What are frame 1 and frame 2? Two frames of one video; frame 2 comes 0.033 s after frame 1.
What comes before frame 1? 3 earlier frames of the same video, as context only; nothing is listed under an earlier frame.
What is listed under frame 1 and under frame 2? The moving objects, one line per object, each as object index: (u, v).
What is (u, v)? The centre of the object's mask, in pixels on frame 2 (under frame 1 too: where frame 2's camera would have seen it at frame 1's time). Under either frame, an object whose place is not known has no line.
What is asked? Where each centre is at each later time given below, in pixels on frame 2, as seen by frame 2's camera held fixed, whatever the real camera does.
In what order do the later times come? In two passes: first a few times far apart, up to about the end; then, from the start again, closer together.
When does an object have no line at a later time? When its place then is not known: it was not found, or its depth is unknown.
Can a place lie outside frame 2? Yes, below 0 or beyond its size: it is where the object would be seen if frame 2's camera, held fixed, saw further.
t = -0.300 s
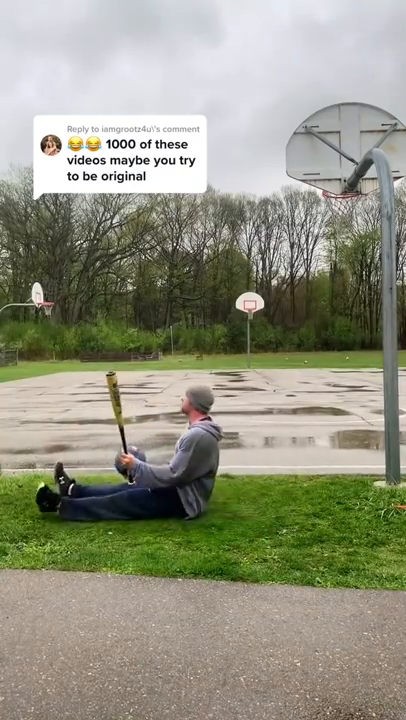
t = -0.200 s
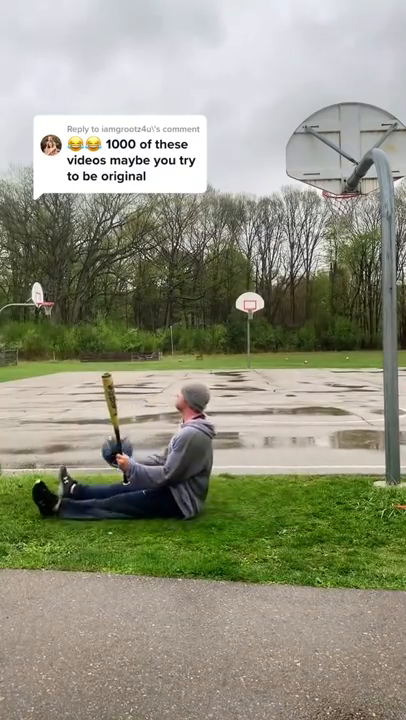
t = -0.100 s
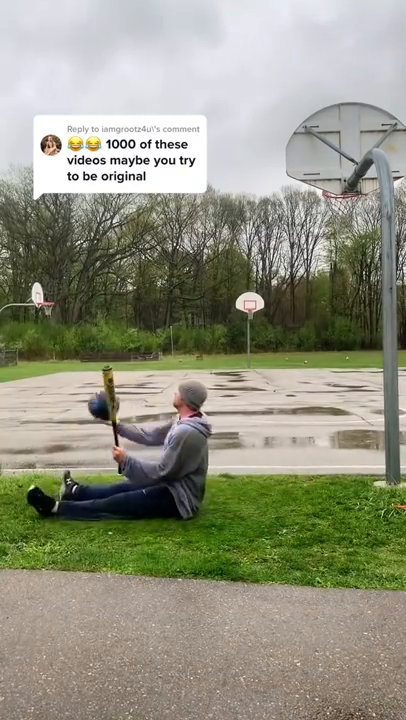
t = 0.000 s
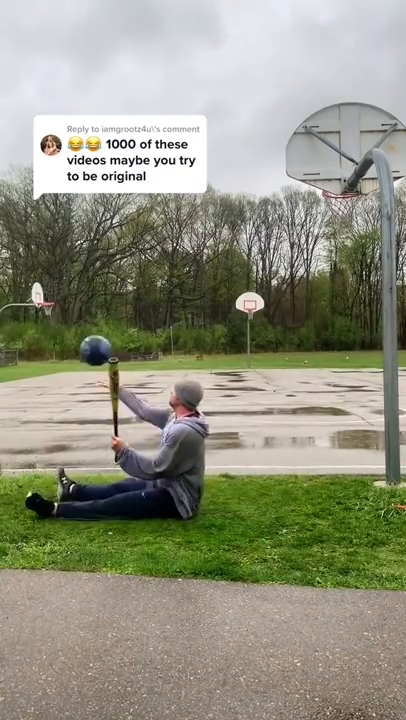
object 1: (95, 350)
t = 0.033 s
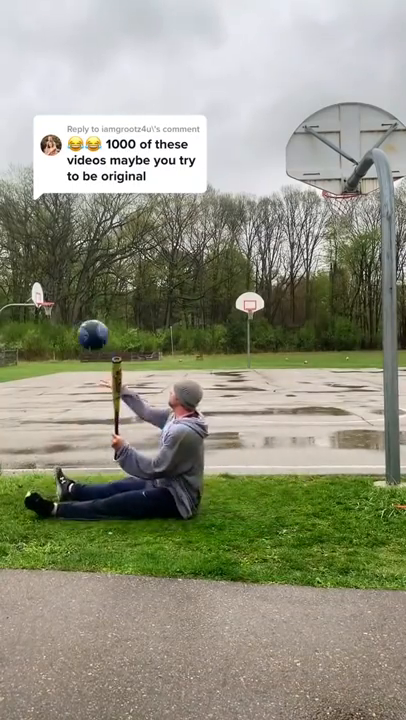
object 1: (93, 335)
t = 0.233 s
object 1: (78, 272)
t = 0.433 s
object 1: (65, 259)
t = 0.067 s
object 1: (90, 321)
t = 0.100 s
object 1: (88, 308)
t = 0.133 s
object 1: (85, 297)
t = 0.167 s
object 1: (82, 287)
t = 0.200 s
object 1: (80, 279)
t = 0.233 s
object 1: (78, 272)
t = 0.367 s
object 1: (69, 258)
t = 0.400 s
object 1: (67, 258)
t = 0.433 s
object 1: (65, 259)
